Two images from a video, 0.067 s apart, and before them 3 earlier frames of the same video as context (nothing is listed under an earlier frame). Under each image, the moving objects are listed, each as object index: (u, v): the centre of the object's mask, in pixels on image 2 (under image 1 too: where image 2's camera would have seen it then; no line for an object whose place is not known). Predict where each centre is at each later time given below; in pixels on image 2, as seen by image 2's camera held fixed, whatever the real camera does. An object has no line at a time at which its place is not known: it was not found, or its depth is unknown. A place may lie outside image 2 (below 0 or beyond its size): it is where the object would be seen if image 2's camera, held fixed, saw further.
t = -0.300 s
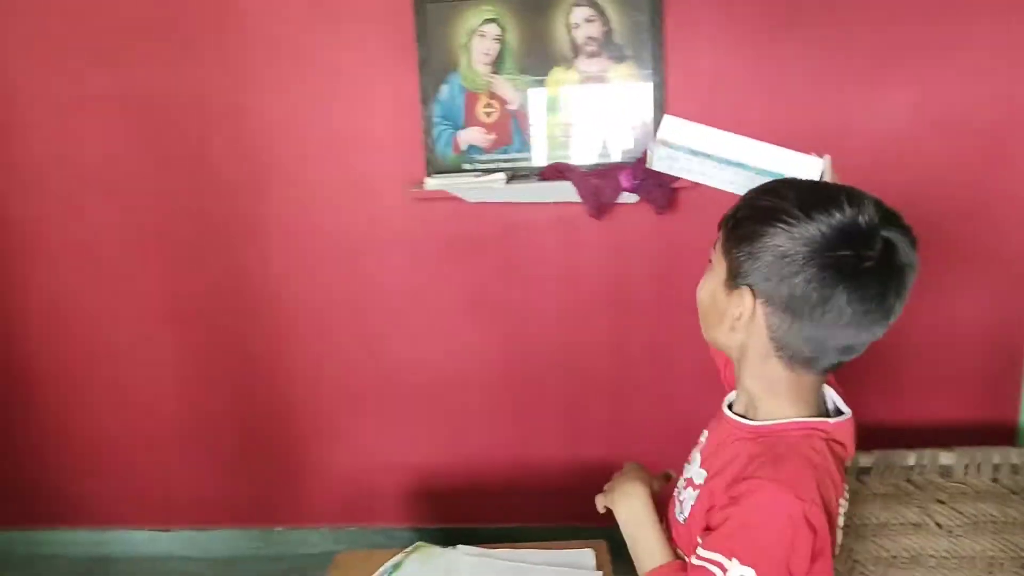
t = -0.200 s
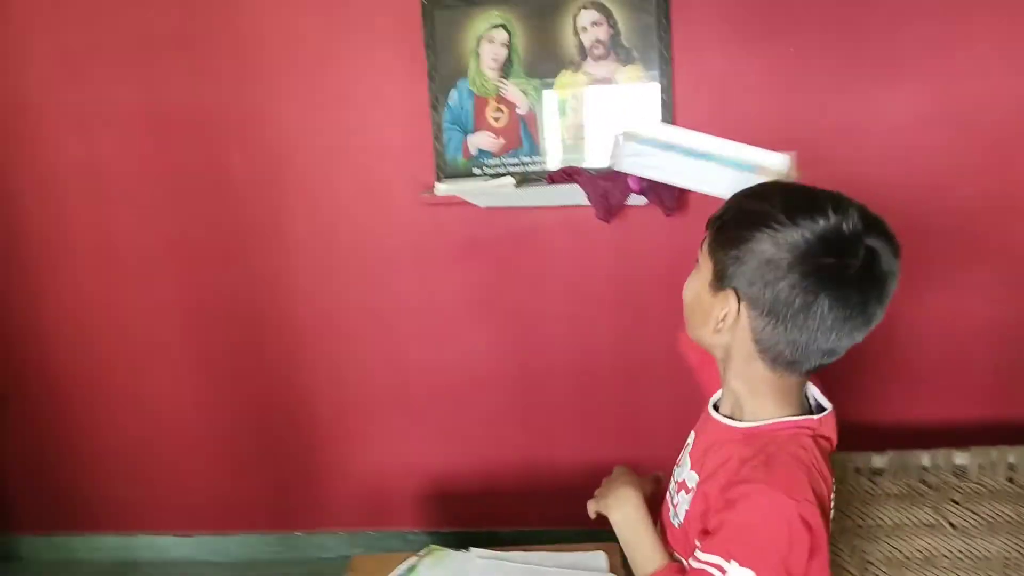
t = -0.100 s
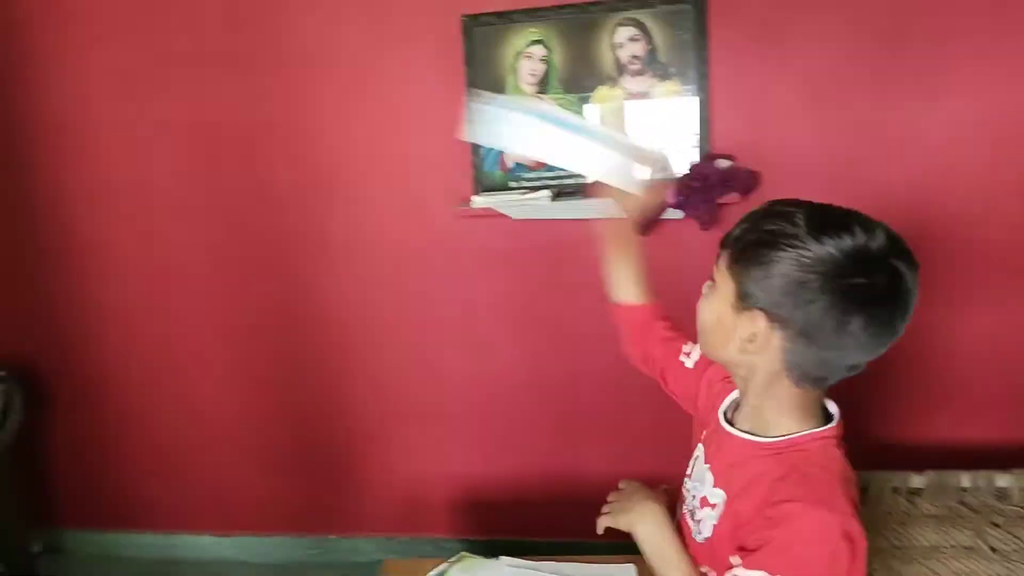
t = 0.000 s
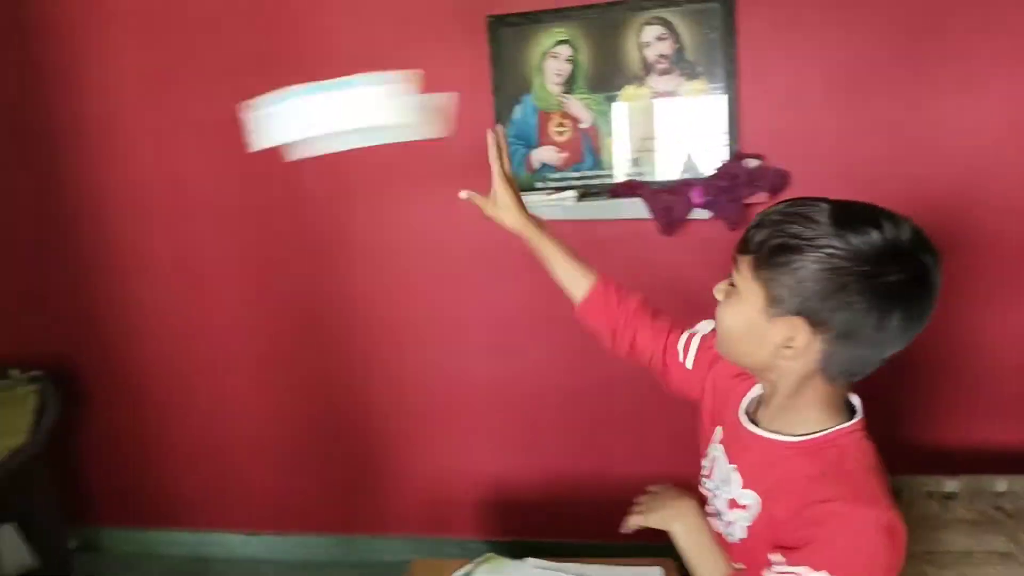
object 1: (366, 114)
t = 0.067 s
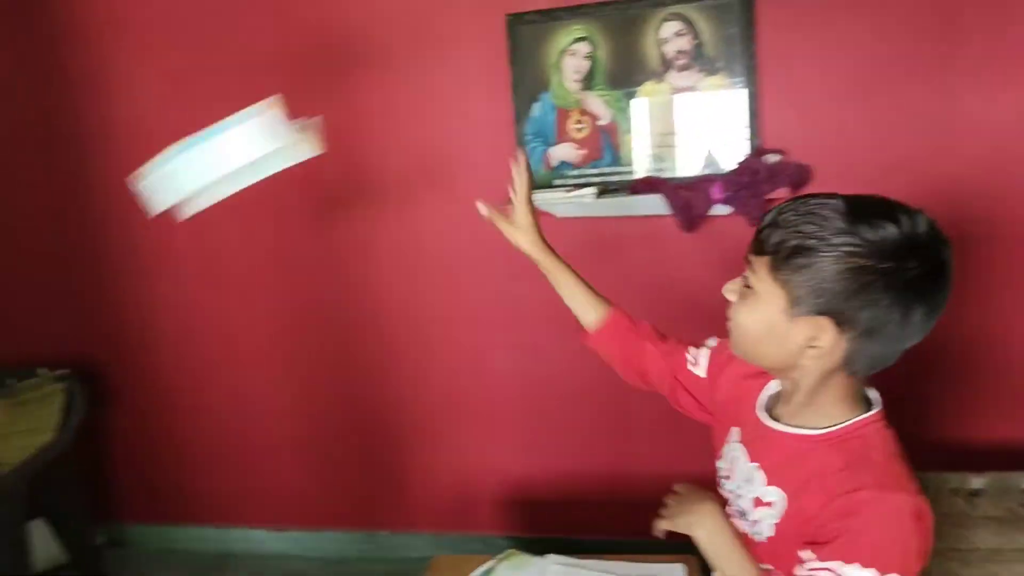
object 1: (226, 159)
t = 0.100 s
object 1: (162, 195)
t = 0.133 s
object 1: (102, 240)
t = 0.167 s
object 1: (49, 287)
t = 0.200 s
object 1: (4, 343)
